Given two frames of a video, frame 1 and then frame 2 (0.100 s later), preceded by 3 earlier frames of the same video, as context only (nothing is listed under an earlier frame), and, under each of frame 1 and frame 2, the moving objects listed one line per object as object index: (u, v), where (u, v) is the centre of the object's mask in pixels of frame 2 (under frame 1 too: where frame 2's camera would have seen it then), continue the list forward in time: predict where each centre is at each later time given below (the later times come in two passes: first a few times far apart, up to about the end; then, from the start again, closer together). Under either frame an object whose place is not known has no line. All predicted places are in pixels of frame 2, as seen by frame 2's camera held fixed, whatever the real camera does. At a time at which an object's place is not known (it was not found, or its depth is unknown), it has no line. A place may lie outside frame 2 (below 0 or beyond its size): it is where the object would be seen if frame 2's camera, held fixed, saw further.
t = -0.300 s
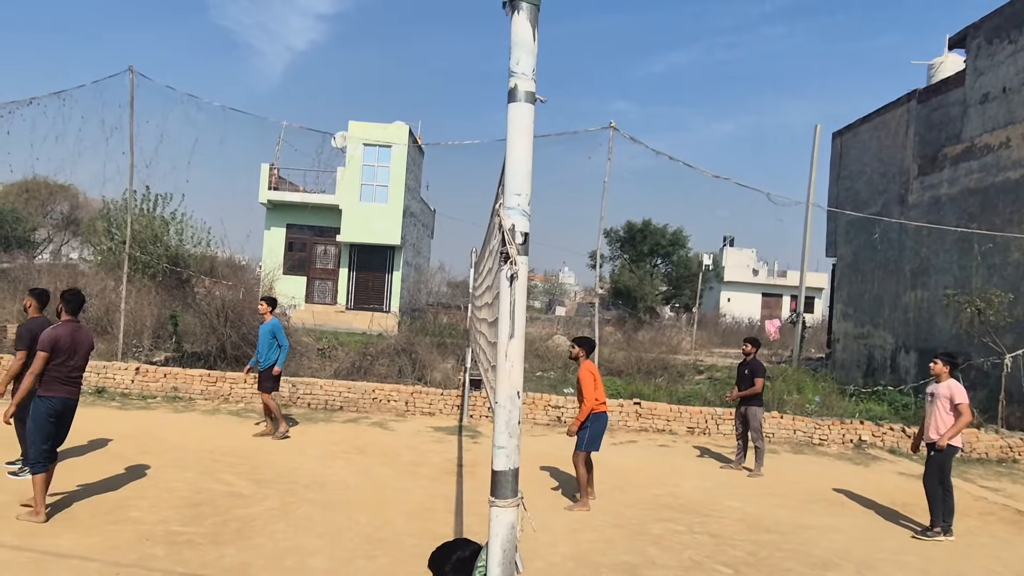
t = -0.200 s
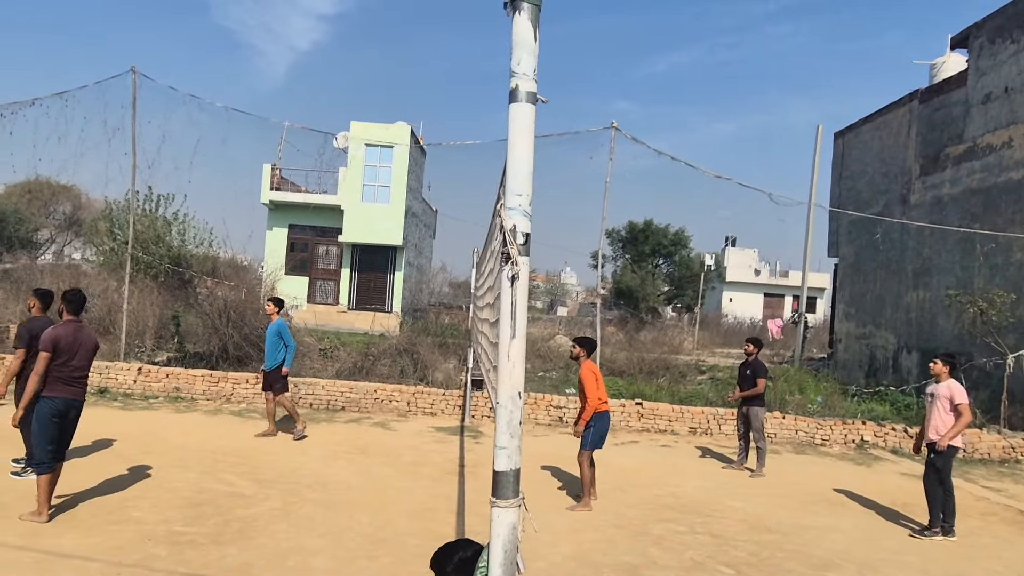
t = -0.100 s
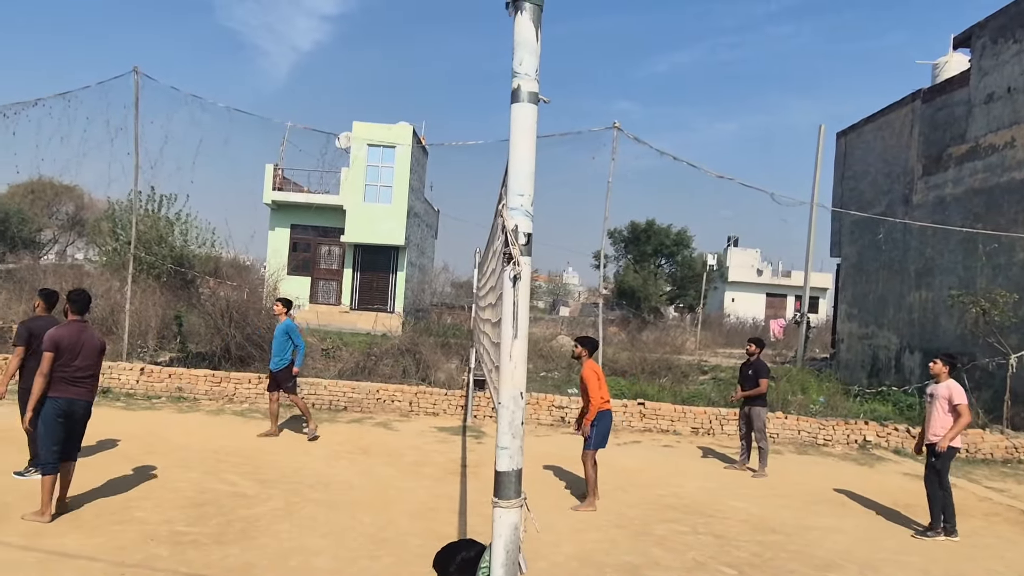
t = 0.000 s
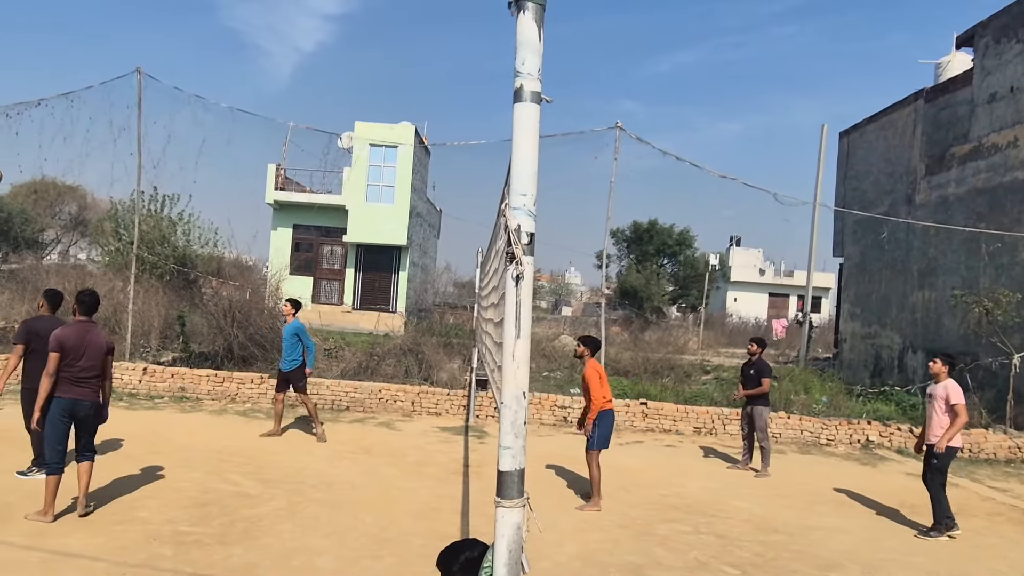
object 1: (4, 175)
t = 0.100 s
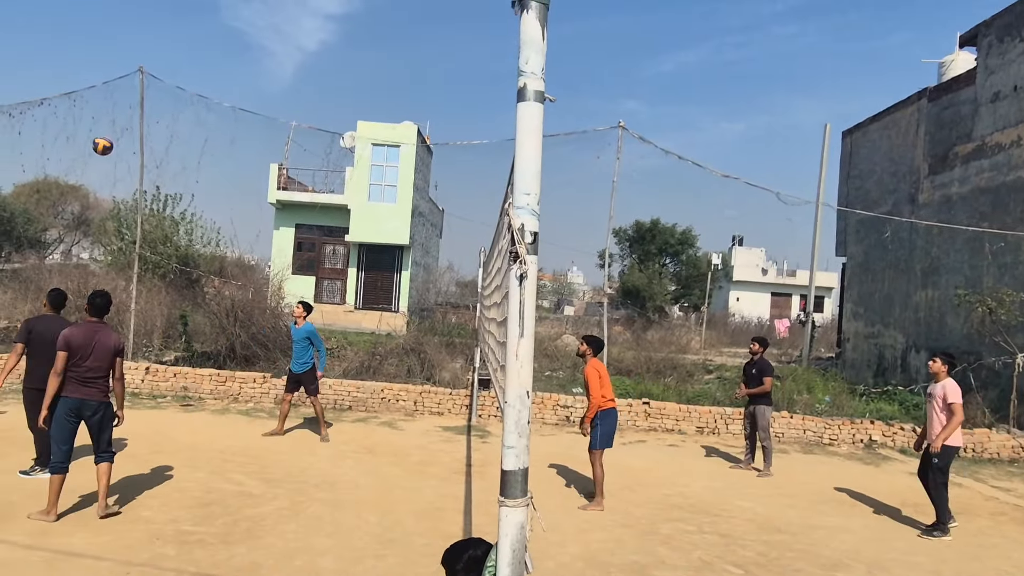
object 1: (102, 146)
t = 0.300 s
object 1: (298, 122)
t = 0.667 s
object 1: (593, 184)
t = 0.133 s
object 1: (137, 138)
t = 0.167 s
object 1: (170, 132)
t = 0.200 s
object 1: (204, 128)
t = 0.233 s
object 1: (236, 125)
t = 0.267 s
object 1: (267, 123)
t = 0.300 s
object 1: (298, 122)
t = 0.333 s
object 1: (330, 122)
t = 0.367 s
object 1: (360, 123)
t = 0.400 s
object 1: (388, 126)
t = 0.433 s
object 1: (417, 130)
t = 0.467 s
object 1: (442, 135)
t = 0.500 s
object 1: (468, 141)
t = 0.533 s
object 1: (495, 147)
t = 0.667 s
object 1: (593, 184)
